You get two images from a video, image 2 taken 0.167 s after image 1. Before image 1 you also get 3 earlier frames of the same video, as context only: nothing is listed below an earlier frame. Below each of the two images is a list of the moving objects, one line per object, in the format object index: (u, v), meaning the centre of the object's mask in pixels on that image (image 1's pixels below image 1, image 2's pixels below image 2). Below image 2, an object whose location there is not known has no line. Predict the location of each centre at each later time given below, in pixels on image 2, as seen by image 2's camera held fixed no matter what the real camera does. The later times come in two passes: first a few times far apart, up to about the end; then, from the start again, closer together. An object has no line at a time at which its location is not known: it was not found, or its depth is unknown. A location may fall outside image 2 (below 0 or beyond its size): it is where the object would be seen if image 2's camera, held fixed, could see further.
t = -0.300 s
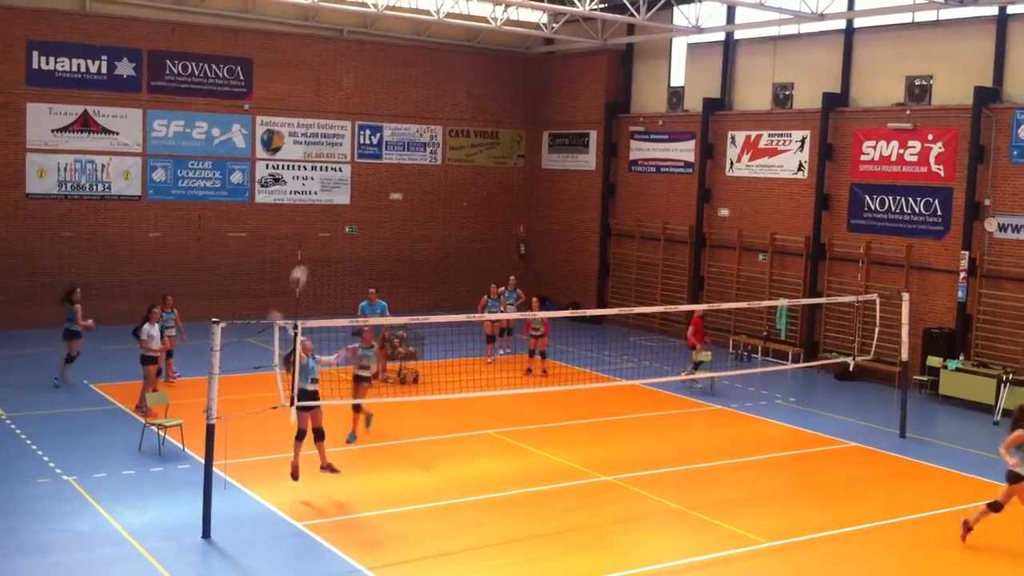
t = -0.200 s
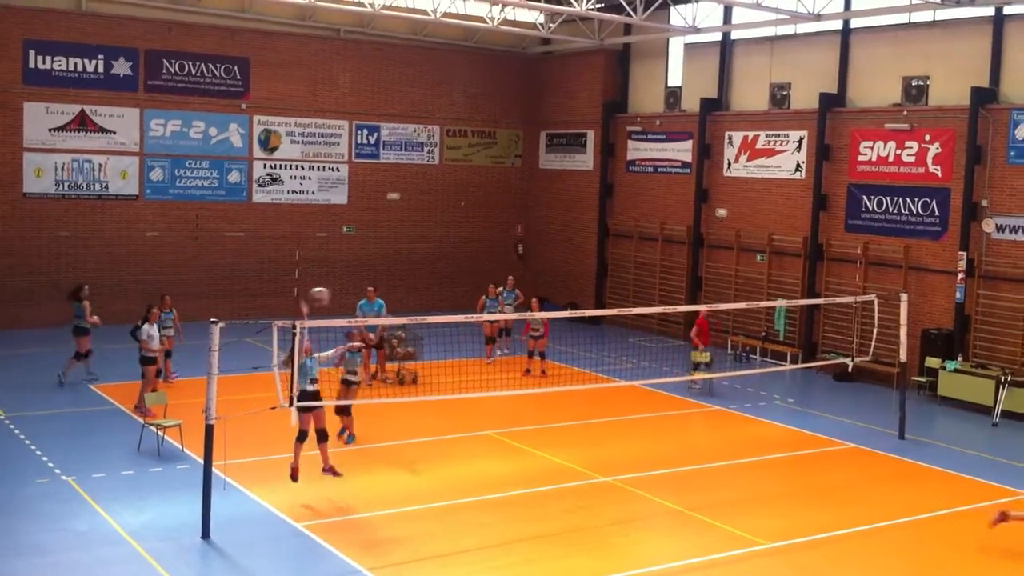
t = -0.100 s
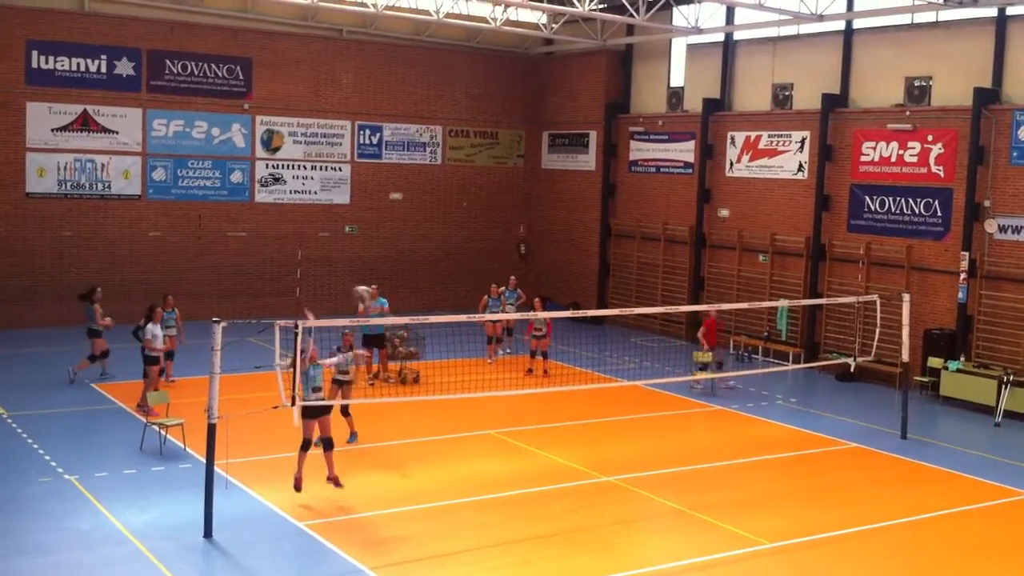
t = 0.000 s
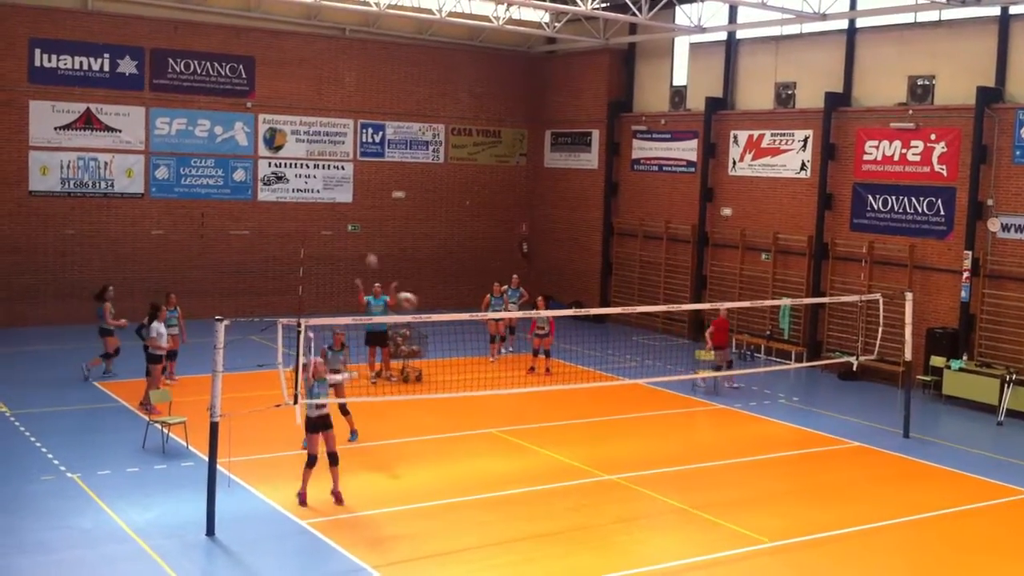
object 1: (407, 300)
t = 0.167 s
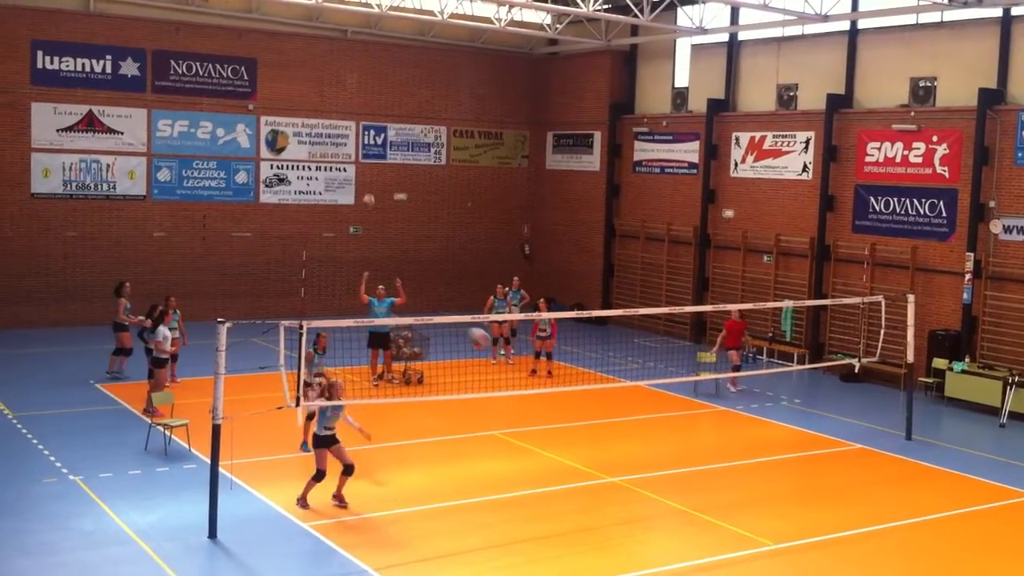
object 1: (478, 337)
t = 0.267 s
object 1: (522, 372)
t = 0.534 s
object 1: (639, 519)
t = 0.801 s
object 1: (749, 490)
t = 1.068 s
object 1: (866, 437)
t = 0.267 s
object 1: (522, 372)
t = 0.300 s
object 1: (536, 386)
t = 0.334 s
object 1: (551, 402)
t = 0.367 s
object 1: (565, 418)
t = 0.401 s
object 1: (579, 435)
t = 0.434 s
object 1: (595, 454)
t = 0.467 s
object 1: (609, 474)
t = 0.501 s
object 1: (625, 496)
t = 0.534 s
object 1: (639, 519)
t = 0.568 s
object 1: (653, 543)
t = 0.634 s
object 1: (683, 556)
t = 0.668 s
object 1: (695, 540)
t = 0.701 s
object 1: (709, 528)
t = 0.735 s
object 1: (723, 514)
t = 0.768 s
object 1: (736, 500)
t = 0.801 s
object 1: (749, 490)
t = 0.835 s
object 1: (763, 479)
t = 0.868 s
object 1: (778, 470)
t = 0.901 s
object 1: (793, 462)
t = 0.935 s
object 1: (807, 455)
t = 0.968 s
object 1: (822, 449)
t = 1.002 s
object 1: (837, 444)
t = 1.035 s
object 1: (852, 440)
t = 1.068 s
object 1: (866, 437)
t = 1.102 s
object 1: (882, 436)
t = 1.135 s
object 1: (897, 435)
